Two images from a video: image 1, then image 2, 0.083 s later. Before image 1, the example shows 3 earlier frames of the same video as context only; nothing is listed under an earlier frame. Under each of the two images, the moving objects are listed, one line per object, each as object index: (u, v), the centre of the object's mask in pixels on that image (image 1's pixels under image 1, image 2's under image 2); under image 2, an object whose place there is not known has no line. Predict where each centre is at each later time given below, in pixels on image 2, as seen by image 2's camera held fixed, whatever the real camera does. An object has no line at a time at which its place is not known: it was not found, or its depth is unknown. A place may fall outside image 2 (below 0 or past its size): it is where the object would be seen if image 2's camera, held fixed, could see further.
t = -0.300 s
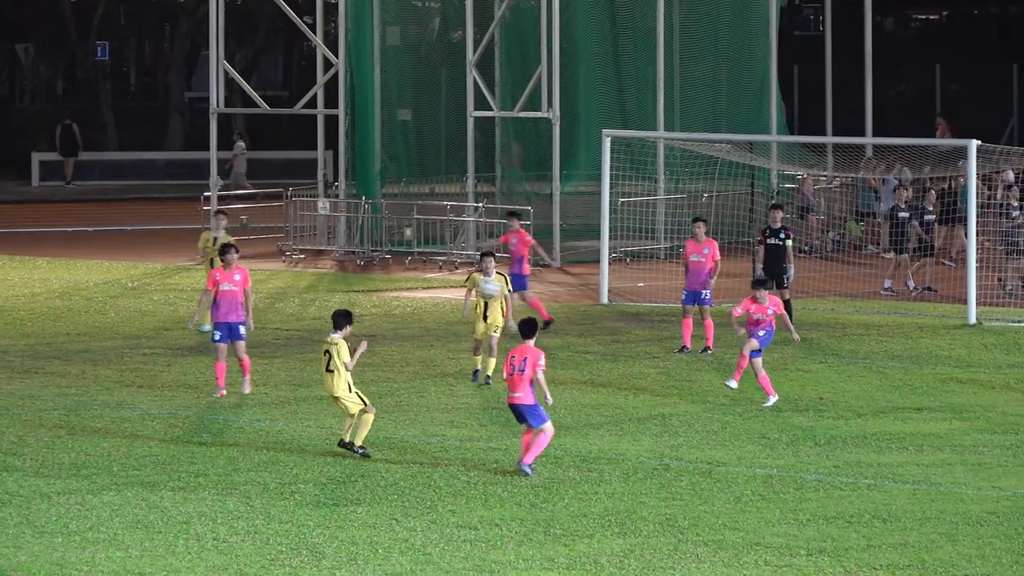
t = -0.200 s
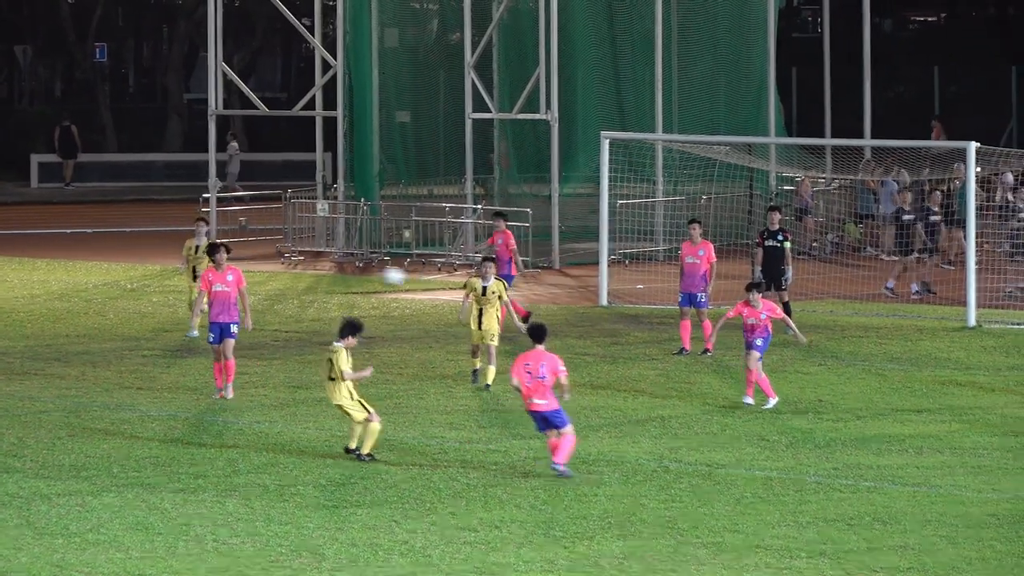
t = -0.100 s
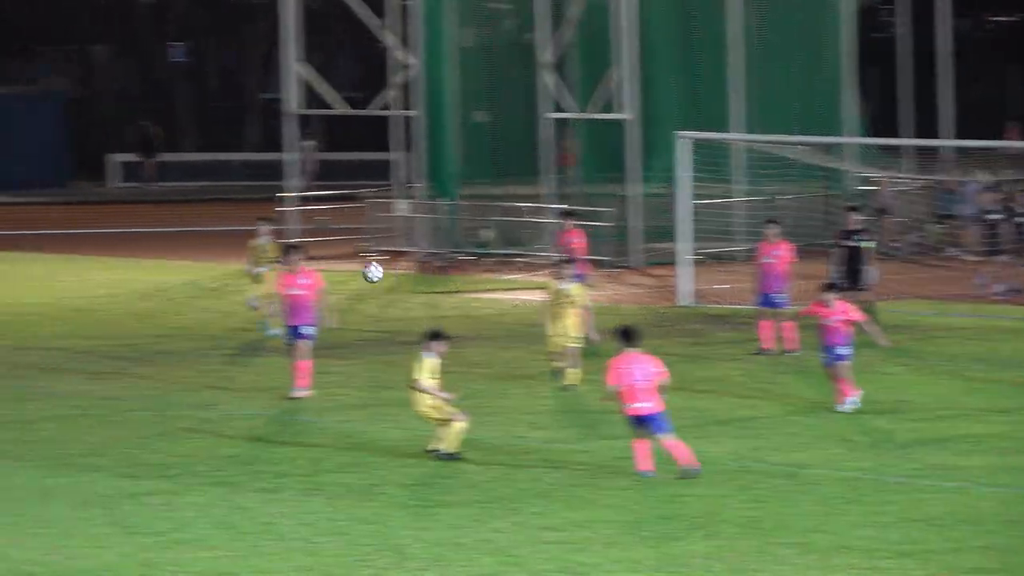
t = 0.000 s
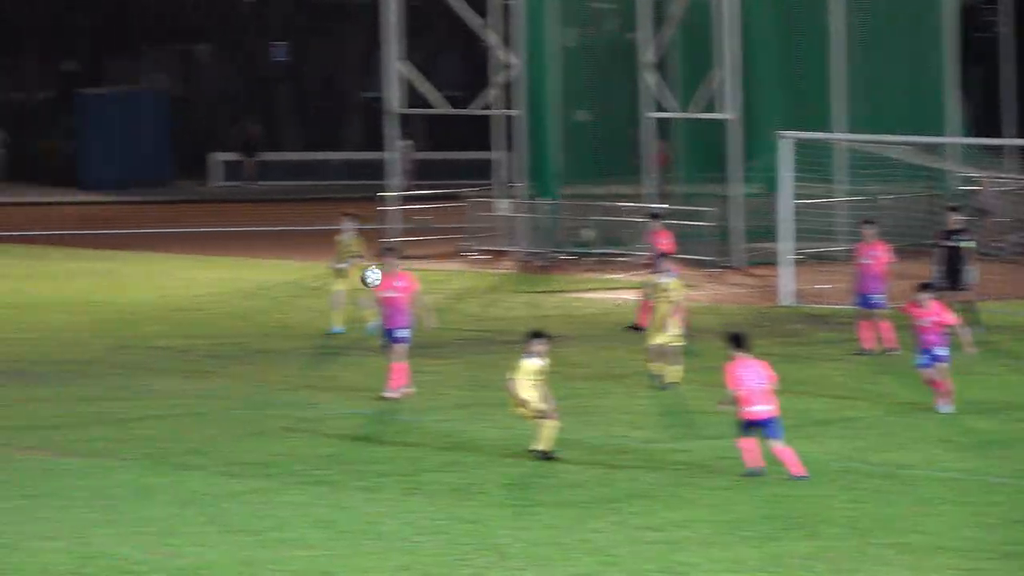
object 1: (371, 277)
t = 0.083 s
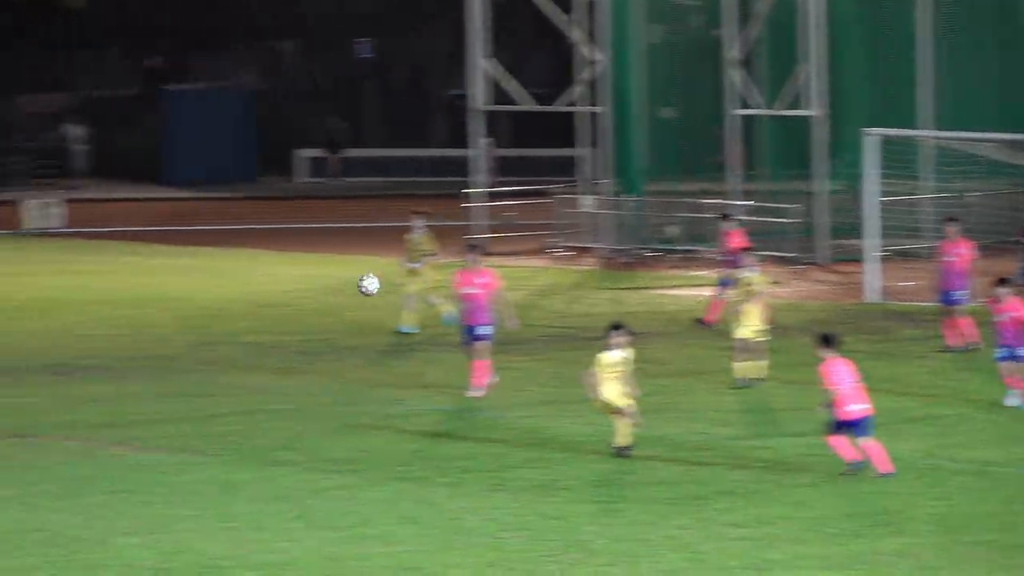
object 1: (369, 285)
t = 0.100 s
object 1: (350, 289)
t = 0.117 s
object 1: (334, 292)
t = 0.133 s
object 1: (316, 296)
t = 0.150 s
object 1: (298, 300)
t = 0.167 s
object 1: (281, 305)
